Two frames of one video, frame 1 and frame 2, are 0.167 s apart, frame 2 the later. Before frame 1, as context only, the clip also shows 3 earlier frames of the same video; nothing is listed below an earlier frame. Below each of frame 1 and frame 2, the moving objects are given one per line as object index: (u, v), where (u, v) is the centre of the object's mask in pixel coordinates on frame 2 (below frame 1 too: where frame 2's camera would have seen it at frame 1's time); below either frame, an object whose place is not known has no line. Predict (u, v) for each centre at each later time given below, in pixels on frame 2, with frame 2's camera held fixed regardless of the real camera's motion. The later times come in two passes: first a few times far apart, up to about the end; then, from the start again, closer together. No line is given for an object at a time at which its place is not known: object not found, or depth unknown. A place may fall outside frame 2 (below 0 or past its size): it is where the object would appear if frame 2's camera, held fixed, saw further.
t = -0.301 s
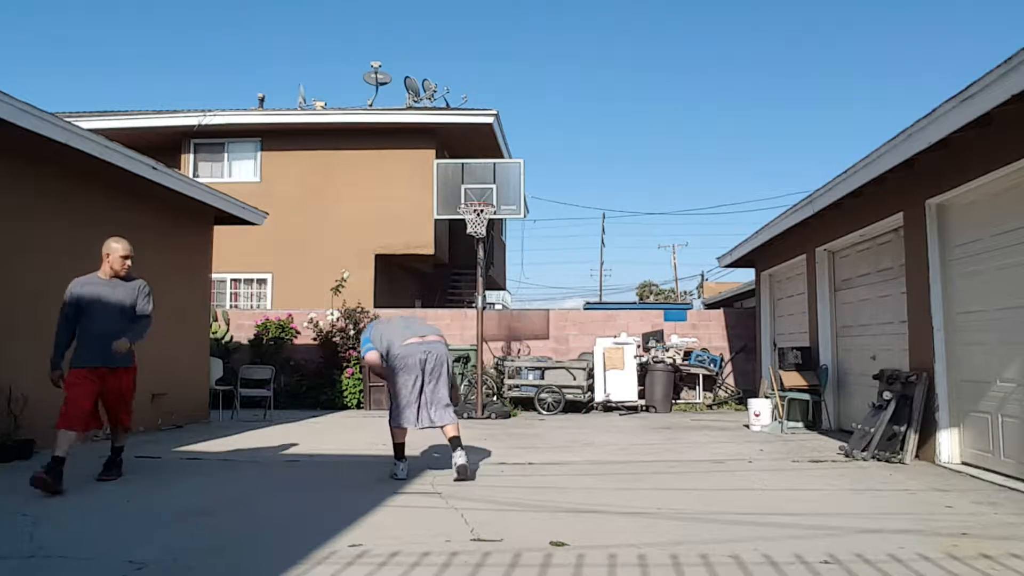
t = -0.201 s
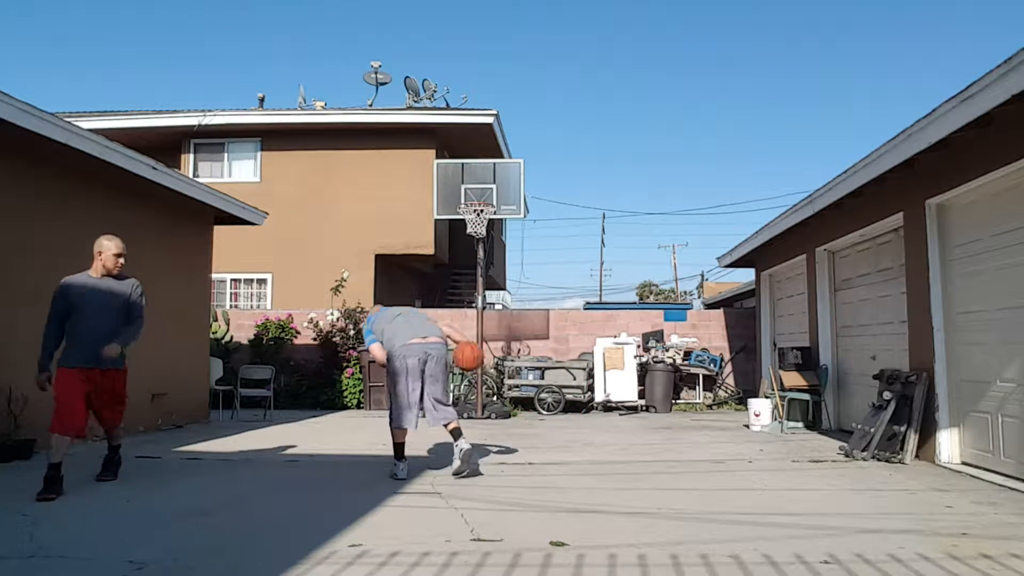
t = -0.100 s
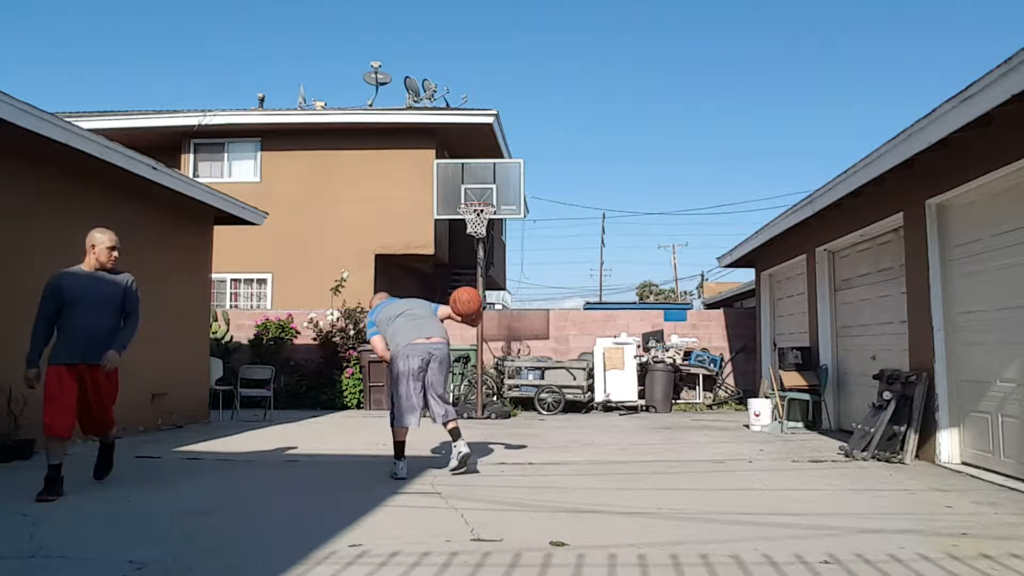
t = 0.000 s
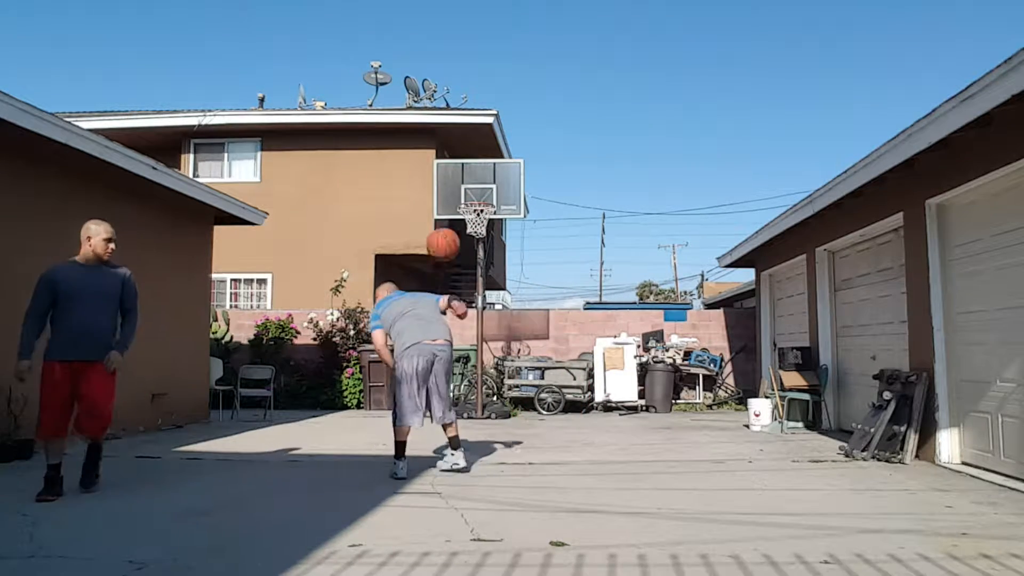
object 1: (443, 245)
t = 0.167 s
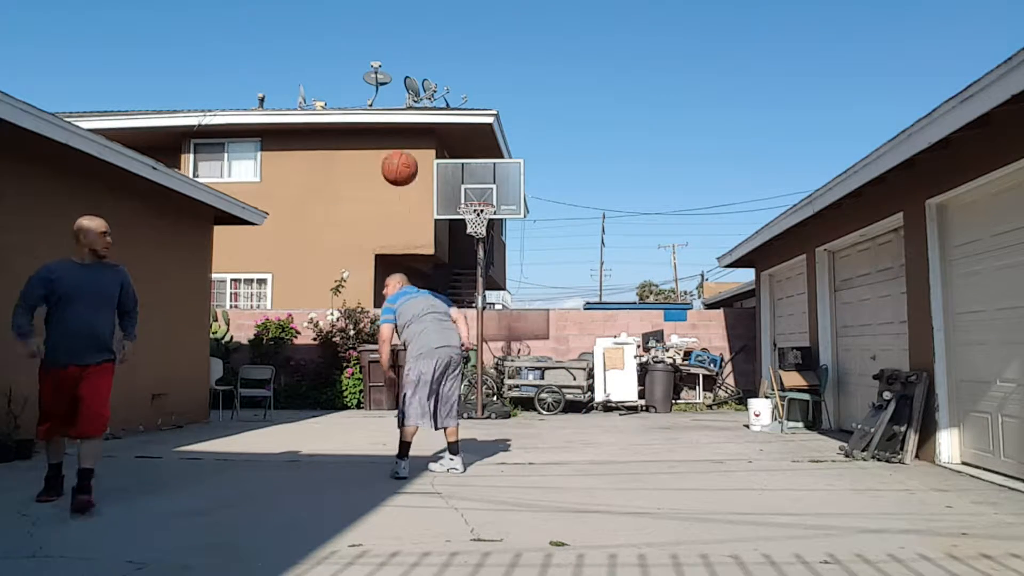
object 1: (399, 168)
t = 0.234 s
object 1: (380, 145)
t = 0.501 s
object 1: (284, 112)
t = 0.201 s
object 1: (390, 156)
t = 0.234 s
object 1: (380, 145)
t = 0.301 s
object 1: (358, 128)
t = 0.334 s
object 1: (348, 120)
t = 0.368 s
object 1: (336, 116)
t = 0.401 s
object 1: (324, 113)
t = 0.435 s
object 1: (311, 111)
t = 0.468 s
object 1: (298, 110)
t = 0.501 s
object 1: (284, 112)
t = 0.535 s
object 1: (270, 115)
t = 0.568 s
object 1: (254, 122)
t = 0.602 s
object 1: (239, 130)
